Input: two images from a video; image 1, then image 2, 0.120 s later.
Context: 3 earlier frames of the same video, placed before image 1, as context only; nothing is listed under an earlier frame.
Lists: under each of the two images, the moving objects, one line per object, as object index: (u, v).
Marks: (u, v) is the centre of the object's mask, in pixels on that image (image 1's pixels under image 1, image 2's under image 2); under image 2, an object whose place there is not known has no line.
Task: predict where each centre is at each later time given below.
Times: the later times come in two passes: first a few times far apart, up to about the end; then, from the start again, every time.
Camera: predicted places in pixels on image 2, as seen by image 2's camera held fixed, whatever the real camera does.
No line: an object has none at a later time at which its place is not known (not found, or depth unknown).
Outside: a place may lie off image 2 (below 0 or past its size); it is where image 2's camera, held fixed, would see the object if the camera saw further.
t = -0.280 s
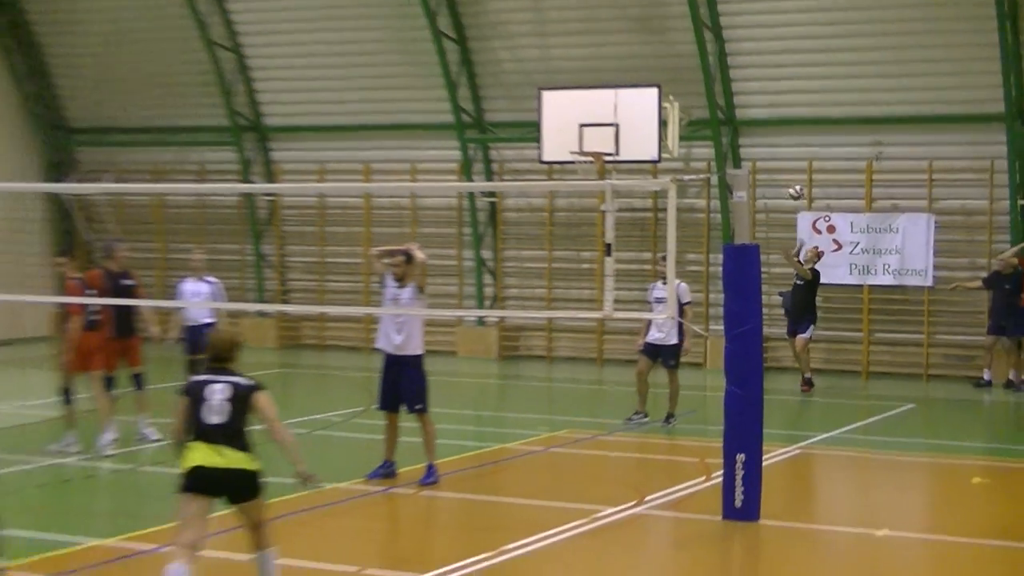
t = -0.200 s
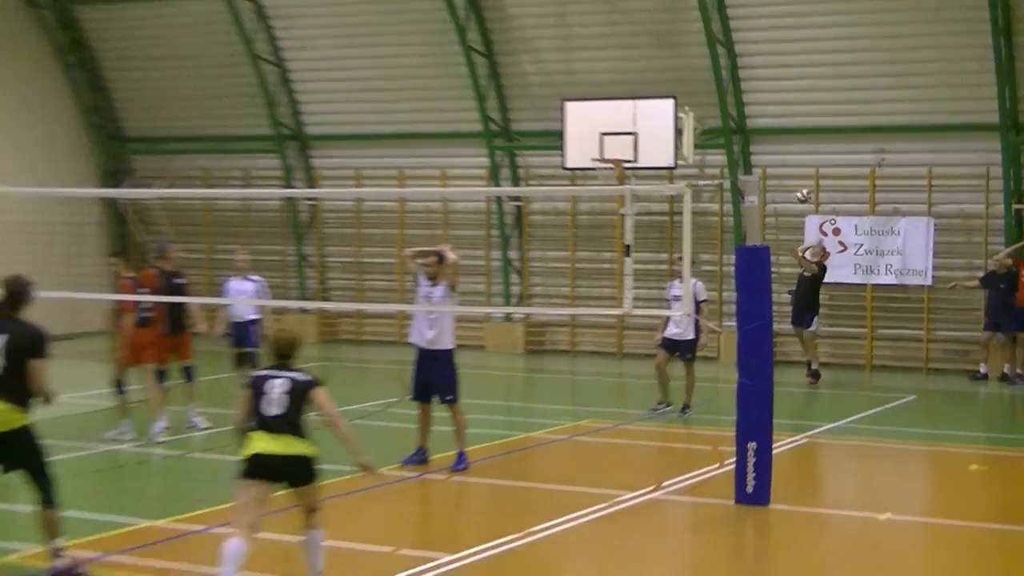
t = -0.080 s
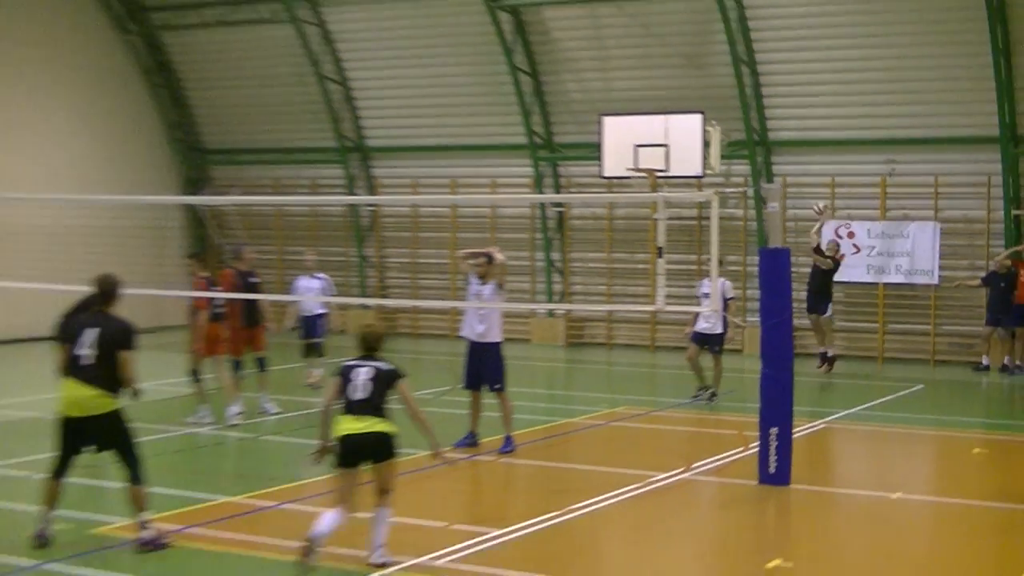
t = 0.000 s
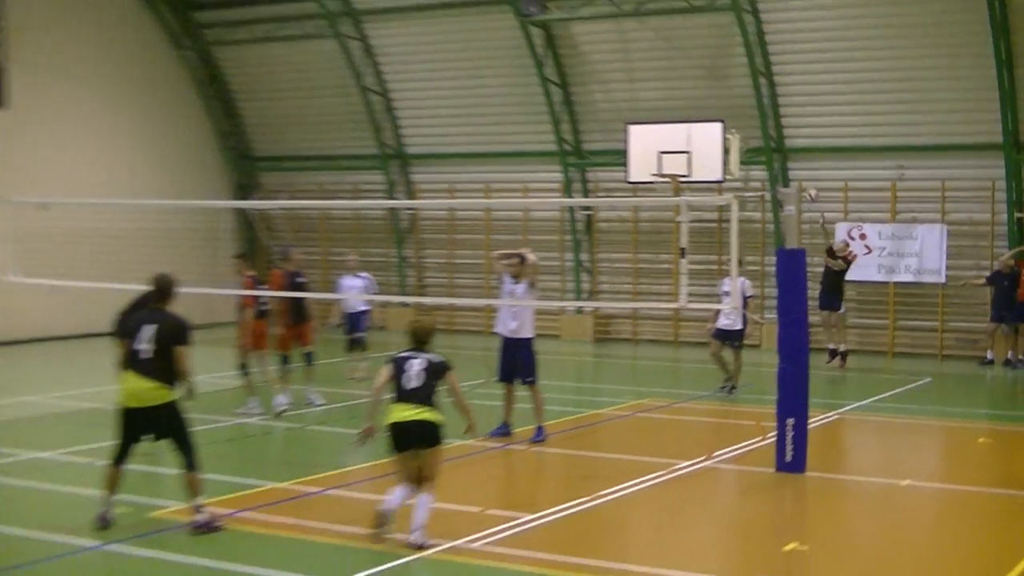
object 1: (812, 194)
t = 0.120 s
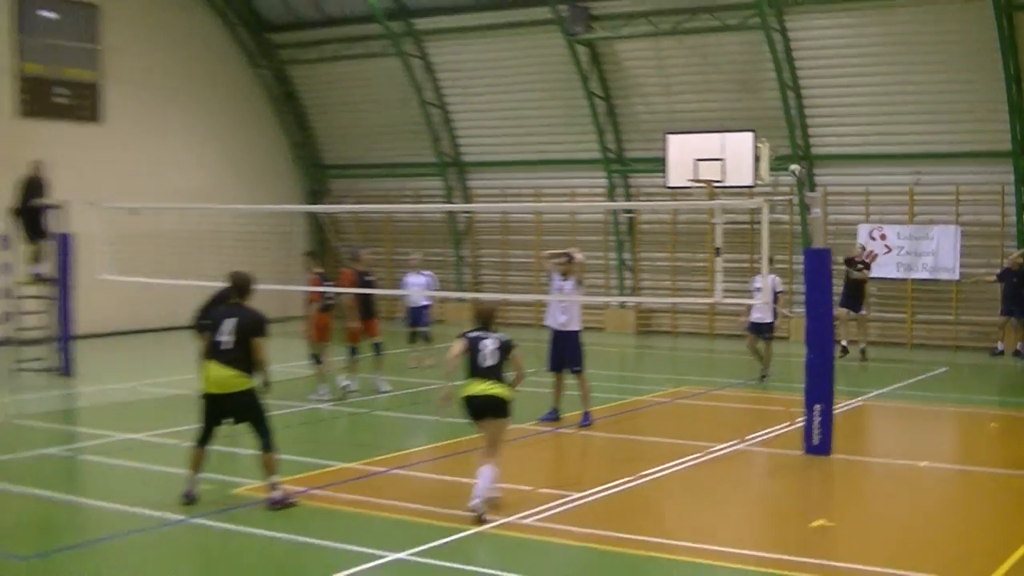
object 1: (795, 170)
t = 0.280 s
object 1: (735, 140)
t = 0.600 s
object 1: (591, 121)
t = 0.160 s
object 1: (779, 160)
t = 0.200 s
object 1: (764, 151)
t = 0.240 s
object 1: (750, 147)
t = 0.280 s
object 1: (735, 140)
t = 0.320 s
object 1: (719, 134)
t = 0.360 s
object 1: (702, 129)
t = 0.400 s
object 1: (685, 124)
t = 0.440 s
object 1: (667, 121)
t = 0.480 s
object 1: (649, 119)
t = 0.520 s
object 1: (629, 119)
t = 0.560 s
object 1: (611, 119)
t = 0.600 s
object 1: (591, 121)
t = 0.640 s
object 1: (569, 126)
